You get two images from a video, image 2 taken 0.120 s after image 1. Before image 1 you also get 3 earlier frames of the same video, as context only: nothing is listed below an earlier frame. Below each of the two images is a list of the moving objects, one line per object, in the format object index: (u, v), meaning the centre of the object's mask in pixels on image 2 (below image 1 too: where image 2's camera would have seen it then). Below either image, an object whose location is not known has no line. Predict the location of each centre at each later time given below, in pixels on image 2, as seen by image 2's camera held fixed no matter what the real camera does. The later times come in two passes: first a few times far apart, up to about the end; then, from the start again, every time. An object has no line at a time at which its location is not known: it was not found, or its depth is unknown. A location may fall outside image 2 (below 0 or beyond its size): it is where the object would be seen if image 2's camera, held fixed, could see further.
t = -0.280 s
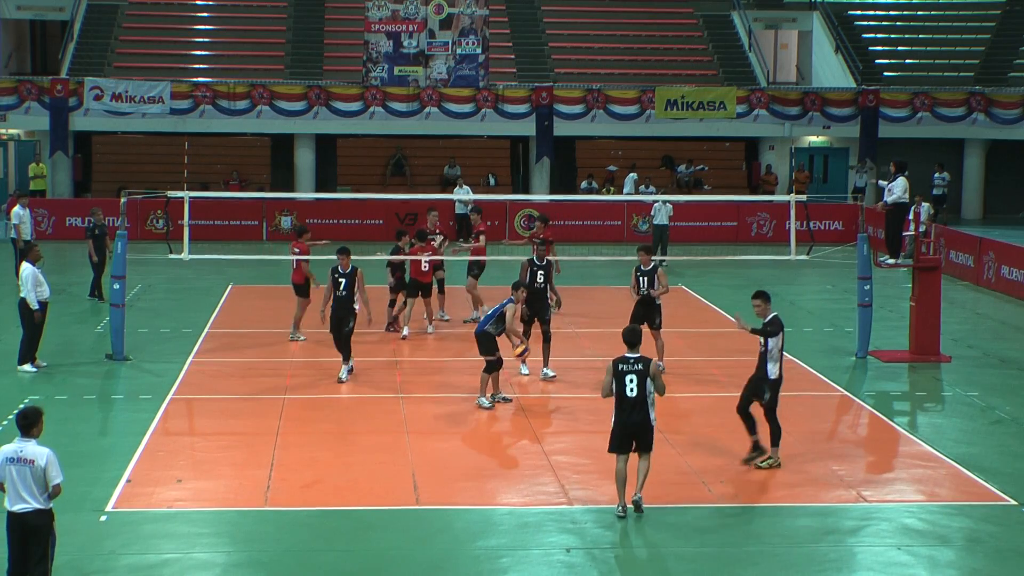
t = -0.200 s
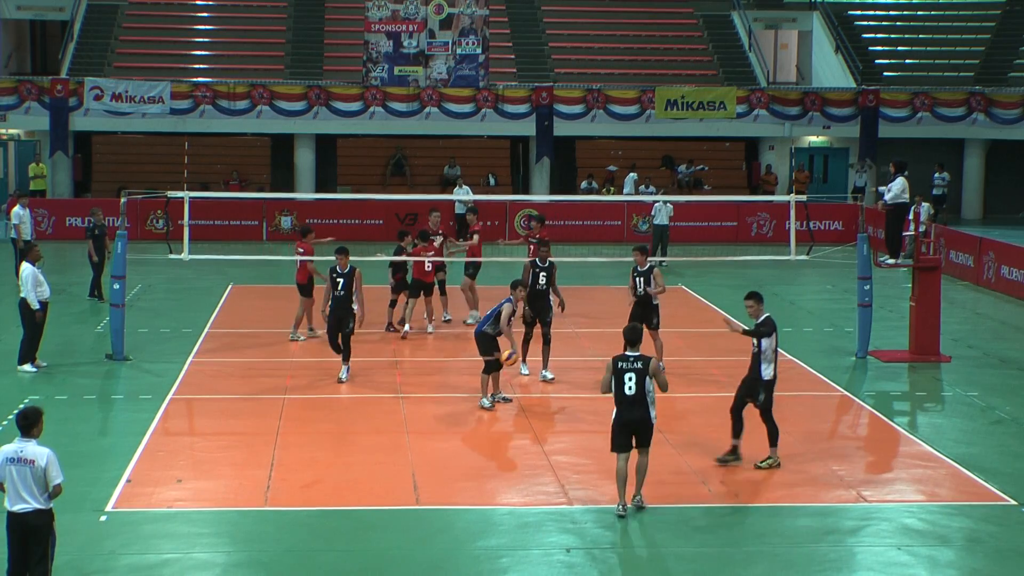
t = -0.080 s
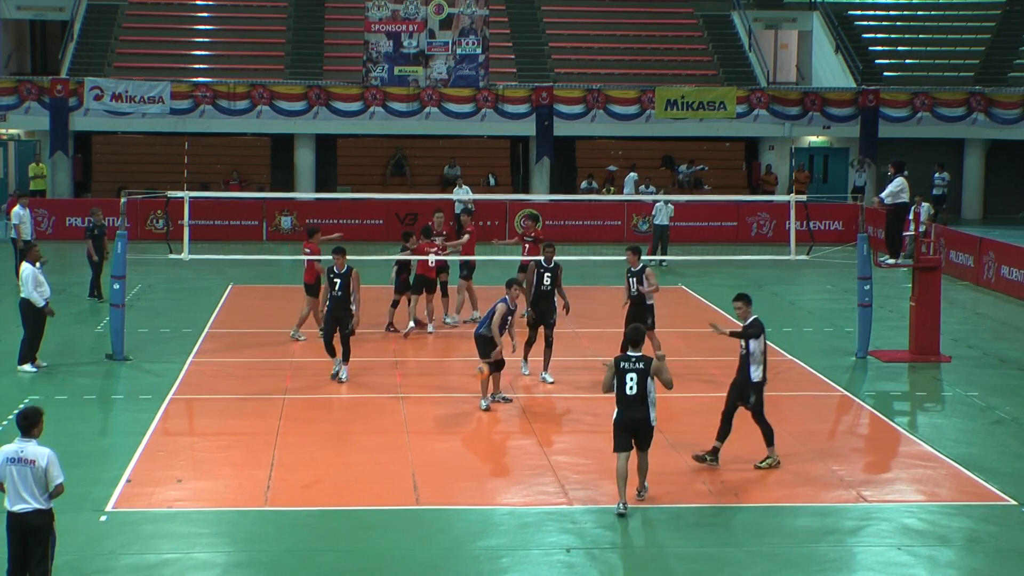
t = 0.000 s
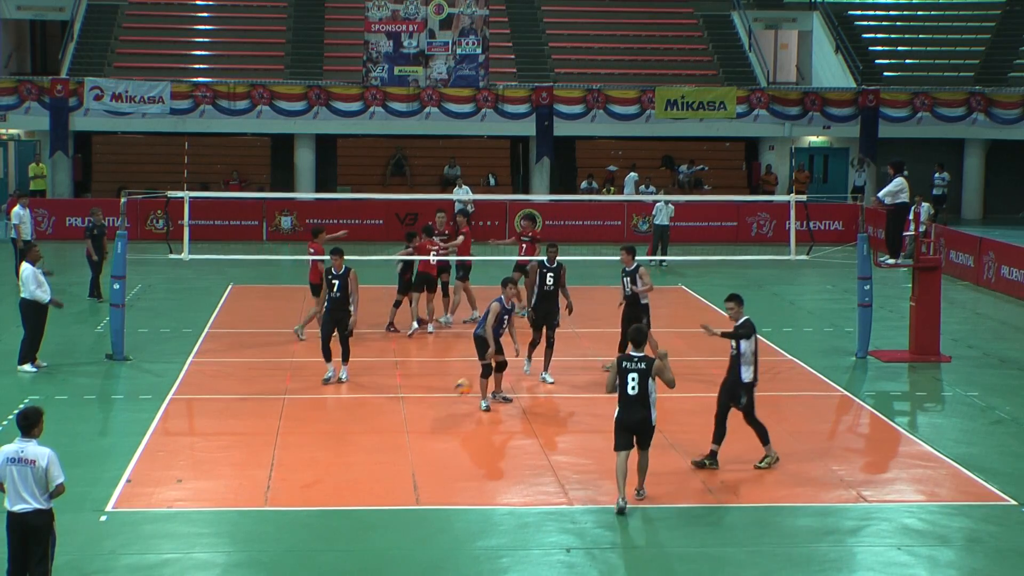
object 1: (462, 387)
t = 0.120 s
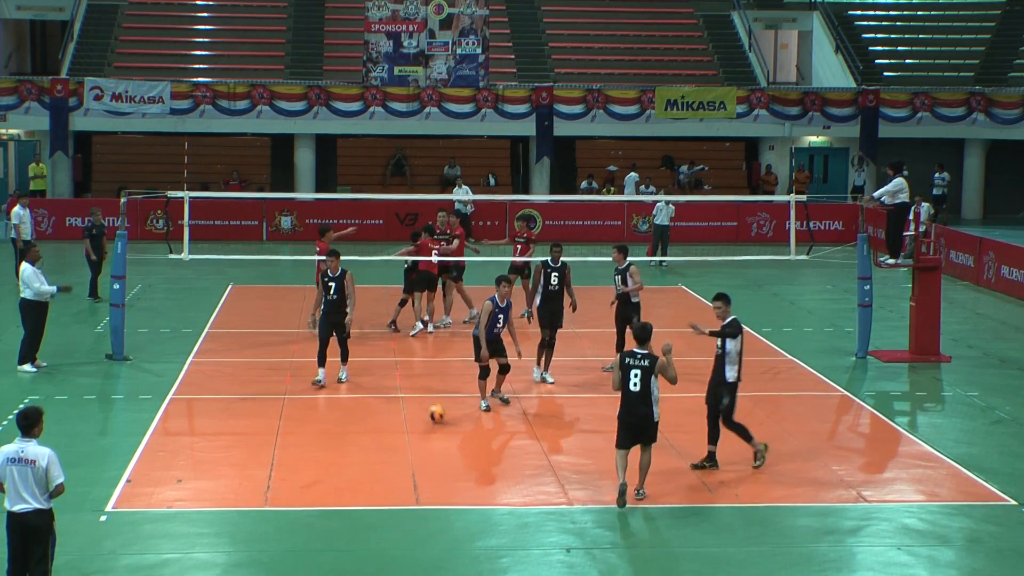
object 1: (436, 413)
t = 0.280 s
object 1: (409, 389)
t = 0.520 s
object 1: (369, 390)
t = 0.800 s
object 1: (320, 410)
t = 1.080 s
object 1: (272, 411)
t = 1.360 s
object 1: (224, 417)
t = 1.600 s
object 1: (183, 432)
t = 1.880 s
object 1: (135, 431)
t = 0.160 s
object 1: (430, 405)
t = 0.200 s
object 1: (423, 398)
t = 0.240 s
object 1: (416, 392)
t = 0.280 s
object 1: (409, 389)
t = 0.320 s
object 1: (402, 386)
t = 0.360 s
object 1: (396, 384)
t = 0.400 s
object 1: (390, 384)
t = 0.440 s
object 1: (383, 385)
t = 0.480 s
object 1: (376, 387)
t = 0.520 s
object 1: (369, 390)
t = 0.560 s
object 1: (362, 395)
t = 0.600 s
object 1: (355, 401)
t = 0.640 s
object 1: (349, 408)
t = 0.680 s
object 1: (342, 417)
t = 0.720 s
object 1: (336, 422)
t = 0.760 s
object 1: (328, 414)
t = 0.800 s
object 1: (320, 410)
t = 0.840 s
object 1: (314, 407)
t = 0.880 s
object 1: (308, 405)
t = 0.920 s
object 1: (300, 403)
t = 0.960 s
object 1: (294, 403)
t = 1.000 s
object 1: (287, 404)
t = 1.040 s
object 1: (280, 407)
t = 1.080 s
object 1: (272, 411)
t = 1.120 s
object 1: (265, 417)
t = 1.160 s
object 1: (258, 424)
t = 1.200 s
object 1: (251, 432)
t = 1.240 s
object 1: (244, 427)
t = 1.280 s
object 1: (237, 422)
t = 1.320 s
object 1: (231, 419)
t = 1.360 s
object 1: (224, 417)
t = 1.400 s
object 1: (216, 416)
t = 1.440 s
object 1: (210, 417)
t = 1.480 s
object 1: (203, 419)
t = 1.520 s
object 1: (197, 422)
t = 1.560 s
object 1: (189, 427)
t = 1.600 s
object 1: (183, 432)
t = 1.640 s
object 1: (176, 439)
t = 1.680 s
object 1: (168, 434)
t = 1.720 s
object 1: (161, 431)
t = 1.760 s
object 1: (154, 429)
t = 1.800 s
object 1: (148, 428)
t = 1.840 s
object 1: (142, 429)
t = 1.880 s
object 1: (135, 431)
